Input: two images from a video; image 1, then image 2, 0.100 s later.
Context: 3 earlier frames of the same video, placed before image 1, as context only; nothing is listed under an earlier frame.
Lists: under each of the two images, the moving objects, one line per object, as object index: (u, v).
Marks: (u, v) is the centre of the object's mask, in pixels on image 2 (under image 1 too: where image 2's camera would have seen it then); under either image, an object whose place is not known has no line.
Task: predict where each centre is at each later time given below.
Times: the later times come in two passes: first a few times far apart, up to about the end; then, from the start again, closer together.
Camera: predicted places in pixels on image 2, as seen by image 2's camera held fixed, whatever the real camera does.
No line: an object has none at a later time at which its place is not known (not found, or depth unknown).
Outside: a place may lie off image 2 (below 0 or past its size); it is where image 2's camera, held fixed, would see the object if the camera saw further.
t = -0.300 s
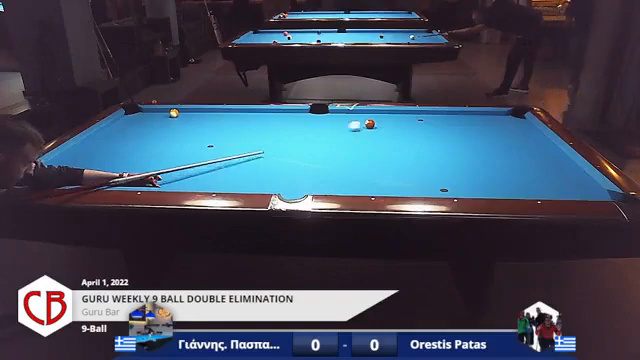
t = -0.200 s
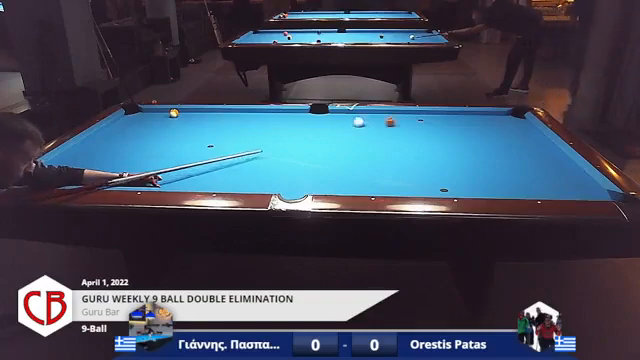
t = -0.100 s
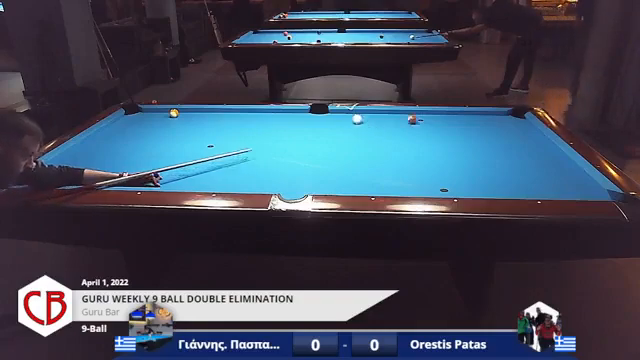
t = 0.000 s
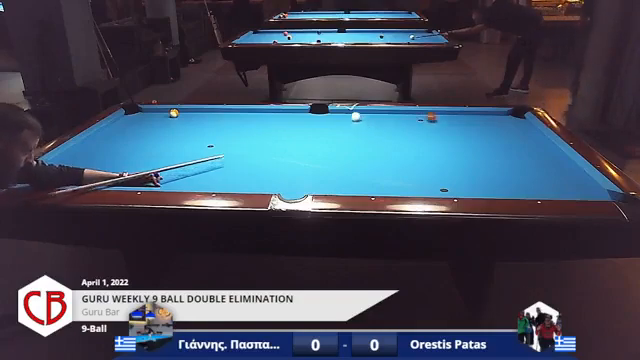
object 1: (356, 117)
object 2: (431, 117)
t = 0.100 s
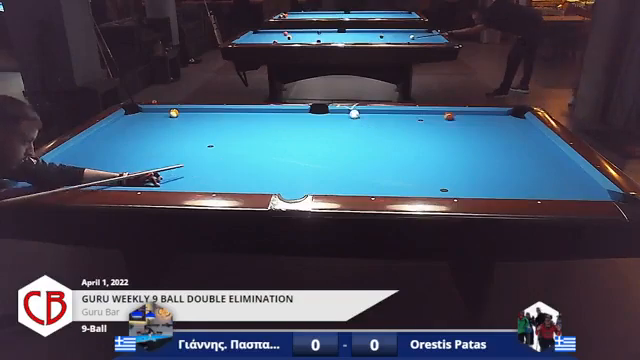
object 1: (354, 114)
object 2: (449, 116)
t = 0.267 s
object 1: (351, 112)
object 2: (476, 113)
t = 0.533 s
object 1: (344, 115)
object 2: (516, 116)
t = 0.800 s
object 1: (337, 118)
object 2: (502, 118)
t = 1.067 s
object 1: (330, 121)
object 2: (482, 120)
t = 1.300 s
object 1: (324, 124)
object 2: (465, 122)
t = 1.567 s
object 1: (318, 127)
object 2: (446, 124)
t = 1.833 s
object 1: (312, 129)
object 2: (428, 125)
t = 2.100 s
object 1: (306, 132)
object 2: (410, 128)
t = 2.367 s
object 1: (302, 134)
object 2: (393, 129)
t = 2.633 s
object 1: (298, 136)
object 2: (377, 131)
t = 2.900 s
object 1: (294, 138)
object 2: (361, 133)
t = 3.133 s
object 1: (290, 139)
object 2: (346, 134)
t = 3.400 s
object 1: (288, 140)
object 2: (334, 136)
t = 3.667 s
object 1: (286, 141)
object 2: (321, 137)
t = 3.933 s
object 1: (284, 142)
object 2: (309, 138)
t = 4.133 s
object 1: (283, 142)
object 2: (300, 139)
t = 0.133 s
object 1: (354, 113)
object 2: (455, 115)
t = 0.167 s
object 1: (353, 112)
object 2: (460, 115)
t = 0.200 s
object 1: (353, 112)
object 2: (466, 114)
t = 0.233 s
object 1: (352, 111)
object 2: (472, 114)
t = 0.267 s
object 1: (351, 112)
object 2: (476, 113)
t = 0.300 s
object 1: (350, 112)
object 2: (483, 114)
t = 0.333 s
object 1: (349, 113)
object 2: (487, 114)
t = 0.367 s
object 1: (348, 113)
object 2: (491, 114)
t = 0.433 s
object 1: (346, 114)
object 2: (502, 115)
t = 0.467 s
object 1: (346, 114)
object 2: (507, 116)
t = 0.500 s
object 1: (345, 115)
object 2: (512, 116)
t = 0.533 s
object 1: (344, 115)
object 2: (516, 116)
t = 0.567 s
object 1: (343, 115)
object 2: (520, 116)
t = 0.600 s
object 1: (342, 116)
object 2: (516, 117)
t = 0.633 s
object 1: (341, 116)
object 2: (514, 117)
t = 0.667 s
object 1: (340, 116)
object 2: (512, 117)
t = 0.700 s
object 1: (339, 117)
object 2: (508, 117)
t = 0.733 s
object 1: (339, 118)
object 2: (507, 117)
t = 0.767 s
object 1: (338, 118)
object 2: (504, 118)
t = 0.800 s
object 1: (337, 118)
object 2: (502, 118)
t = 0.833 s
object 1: (336, 118)
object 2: (499, 118)
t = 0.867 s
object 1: (335, 119)
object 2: (497, 119)
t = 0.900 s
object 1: (334, 119)
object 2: (494, 120)
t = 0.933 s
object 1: (333, 120)
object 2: (492, 119)
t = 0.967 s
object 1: (332, 120)
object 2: (489, 120)
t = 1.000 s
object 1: (332, 120)
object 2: (487, 120)
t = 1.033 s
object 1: (331, 121)
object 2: (484, 120)
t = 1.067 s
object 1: (330, 121)
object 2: (482, 120)
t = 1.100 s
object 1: (329, 121)
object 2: (480, 120)
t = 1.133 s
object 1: (328, 122)
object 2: (477, 120)
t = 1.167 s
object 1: (327, 122)
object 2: (475, 121)
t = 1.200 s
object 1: (326, 123)
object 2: (472, 121)
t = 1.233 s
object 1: (325, 123)
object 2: (470, 121)
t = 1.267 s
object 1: (325, 123)
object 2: (468, 122)
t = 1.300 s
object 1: (324, 124)
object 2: (465, 122)
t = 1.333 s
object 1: (323, 124)
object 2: (462, 122)
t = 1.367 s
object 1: (322, 124)
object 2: (460, 122)
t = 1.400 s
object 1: (321, 125)
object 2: (458, 123)
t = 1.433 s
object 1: (321, 125)
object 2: (455, 123)
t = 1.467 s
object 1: (320, 126)
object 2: (453, 123)
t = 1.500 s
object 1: (319, 126)
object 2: (451, 123)
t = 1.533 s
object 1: (319, 126)
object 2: (448, 124)
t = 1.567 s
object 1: (318, 127)
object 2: (446, 124)
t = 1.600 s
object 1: (317, 127)
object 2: (444, 124)
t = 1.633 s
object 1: (317, 127)
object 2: (441, 124)
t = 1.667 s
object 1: (316, 127)
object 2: (439, 124)
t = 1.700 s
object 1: (315, 128)
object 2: (437, 125)
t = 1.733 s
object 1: (314, 128)
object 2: (435, 125)
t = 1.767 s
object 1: (313, 129)
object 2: (432, 125)
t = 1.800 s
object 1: (313, 129)
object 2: (430, 125)
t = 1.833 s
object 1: (312, 129)
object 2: (428, 125)
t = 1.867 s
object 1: (311, 130)
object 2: (426, 126)
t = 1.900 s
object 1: (311, 130)
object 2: (423, 126)
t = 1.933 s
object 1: (310, 130)
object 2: (421, 126)
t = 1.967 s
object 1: (309, 131)
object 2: (419, 126)
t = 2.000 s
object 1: (309, 131)
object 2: (417, 127)
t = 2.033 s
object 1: (308, 131)
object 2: (414, 127)
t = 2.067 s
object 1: (307, 131)
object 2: (413, 127)
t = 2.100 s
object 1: (306, 132)
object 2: (410, 128)
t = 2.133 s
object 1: (306, 132)
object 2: (408, 128)
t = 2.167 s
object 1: (305, 132)
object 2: (406, 128)
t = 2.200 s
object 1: (305, 133)
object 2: (403, 128)
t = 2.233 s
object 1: (304, 133)
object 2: (402, 128)
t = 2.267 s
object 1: (303, 133)
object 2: (399, 129)
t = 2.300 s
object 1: (303, 133)
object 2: (397, 129)
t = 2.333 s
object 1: (302, 133)
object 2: (395, 129)
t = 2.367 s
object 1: (302, 134)
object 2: (393, 129)
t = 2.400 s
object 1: (301, 134)
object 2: (391, 130)
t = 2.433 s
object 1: (301, 134)
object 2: (389, 130)
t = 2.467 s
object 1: (300, 135)
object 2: (387, 130)
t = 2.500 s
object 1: (300, 135)
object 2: (385, 130)
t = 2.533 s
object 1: (299, 135)
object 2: (383, 130)
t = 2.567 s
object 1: (299, 135)
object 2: (381, 131)
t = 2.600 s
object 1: (298, 136)
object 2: (379, 131)
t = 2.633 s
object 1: (298, 136)
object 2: (377, 131)
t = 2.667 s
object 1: (297, 136)
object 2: (375, 131)
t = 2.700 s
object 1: (297, 136)
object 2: (373, 132)
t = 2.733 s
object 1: (296, 136)
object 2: (371, 132)
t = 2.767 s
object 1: (296, 137)
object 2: (369, 132)
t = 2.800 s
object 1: (295, 137)
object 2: (367, 132)
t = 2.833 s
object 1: (295, 137)
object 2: (365, 133)
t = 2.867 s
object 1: (294, 138)
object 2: (363, 133)
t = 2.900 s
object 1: (294, 138)
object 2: (361, 133)
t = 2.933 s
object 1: (294, 138)
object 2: (359, 133)
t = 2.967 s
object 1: (293, 138)
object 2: (357, 133)
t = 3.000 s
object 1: (293, 138)
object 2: (355, 133)
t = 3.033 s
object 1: (292, 138)
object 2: (354, 134)
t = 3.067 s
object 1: (292, 139)
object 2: (351, 133)
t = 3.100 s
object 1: (291, 139)
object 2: (350, 134)
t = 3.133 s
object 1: (290, 139)
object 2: (346, 134)
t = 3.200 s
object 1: (290, 139)
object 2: (345, 135)
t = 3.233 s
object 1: (290, 139)
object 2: (343, 135)
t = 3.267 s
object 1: (290, 140)
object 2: (341, 135)
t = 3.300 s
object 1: (289, 140)
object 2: (339, 135)
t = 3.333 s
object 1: (289, 140)
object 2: (337, 135)
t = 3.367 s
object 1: (288, 140)
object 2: (336, 135)
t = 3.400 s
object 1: (288, 140)
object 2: (334, 136)
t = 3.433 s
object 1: (288, 140)
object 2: (333, 136)
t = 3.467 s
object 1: (288, 141)
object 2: (331, 136)
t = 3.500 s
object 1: (287, 141)
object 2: (329, 136)
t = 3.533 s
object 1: (287, 141)
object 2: (327, 136)
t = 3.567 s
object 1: (287, 141)
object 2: (326, 136)
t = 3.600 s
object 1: (286, 141)
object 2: (324, 137)
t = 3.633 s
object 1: (286, 141)
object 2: (323, 137)
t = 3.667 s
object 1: (286, 141)
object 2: (321, 137)
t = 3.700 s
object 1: (286, 141)
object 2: (319, 137)
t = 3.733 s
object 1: (285, 141)
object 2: (318, 137)
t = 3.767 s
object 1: (285, 141)
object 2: (316, 137)
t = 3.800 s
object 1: (285, 141)
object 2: (314, 138)
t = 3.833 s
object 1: (285, 141)
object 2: (313, 138)
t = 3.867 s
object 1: (284, 142)
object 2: (312, 138)
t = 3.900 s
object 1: (284, 142)
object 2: (310, 138)
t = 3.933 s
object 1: (284, 142)
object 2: (309, 138)
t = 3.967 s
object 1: (284, 142)
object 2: (307, 138)
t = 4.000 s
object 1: (283, 142)
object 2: (306, 138)
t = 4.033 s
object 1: (284, 142)
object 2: (304, 139)
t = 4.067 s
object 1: (283, 142)
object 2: (303, 139)
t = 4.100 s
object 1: (283, 142)
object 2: (301, 139)
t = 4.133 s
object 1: (283, 142)
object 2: (300, 139)
